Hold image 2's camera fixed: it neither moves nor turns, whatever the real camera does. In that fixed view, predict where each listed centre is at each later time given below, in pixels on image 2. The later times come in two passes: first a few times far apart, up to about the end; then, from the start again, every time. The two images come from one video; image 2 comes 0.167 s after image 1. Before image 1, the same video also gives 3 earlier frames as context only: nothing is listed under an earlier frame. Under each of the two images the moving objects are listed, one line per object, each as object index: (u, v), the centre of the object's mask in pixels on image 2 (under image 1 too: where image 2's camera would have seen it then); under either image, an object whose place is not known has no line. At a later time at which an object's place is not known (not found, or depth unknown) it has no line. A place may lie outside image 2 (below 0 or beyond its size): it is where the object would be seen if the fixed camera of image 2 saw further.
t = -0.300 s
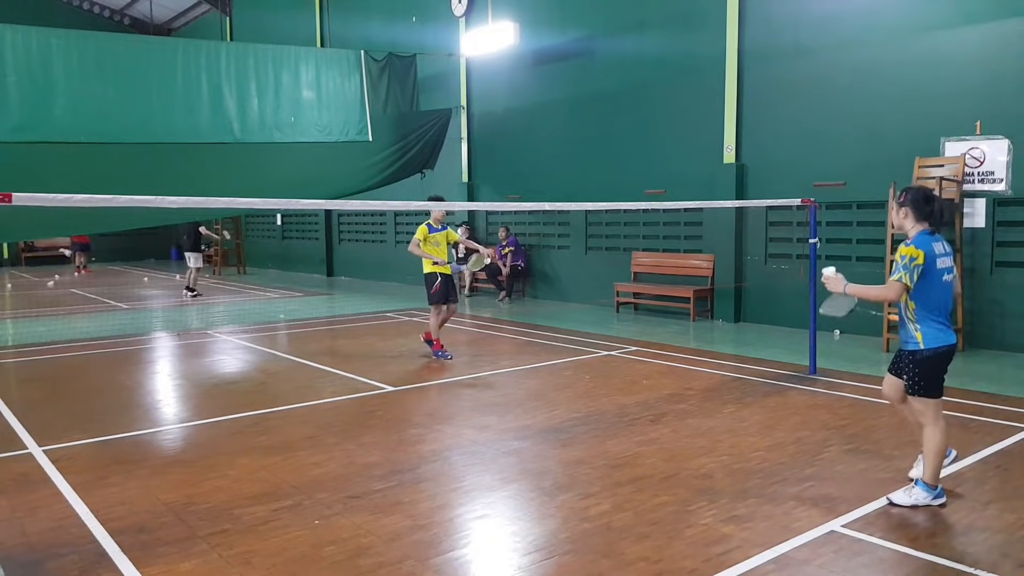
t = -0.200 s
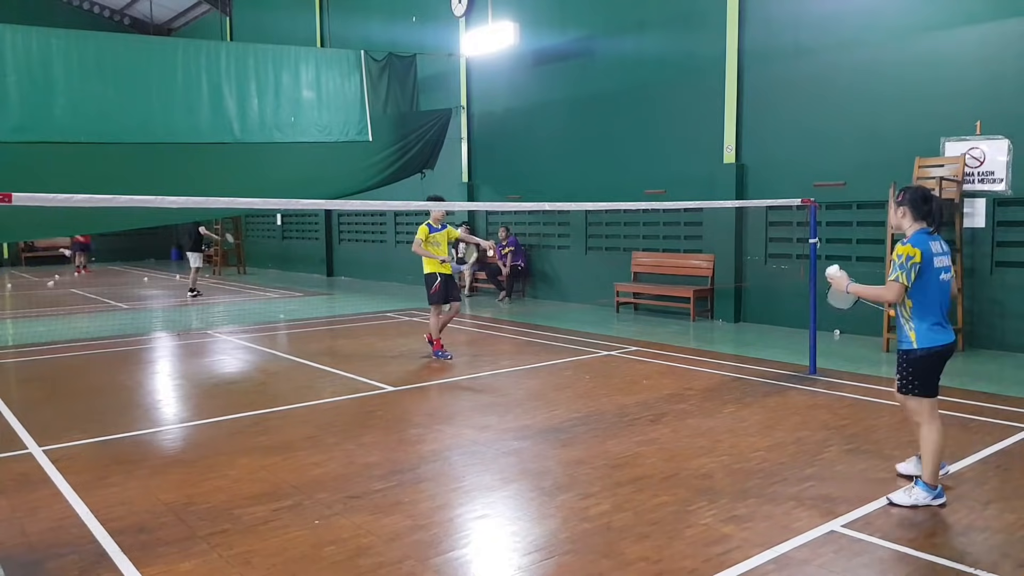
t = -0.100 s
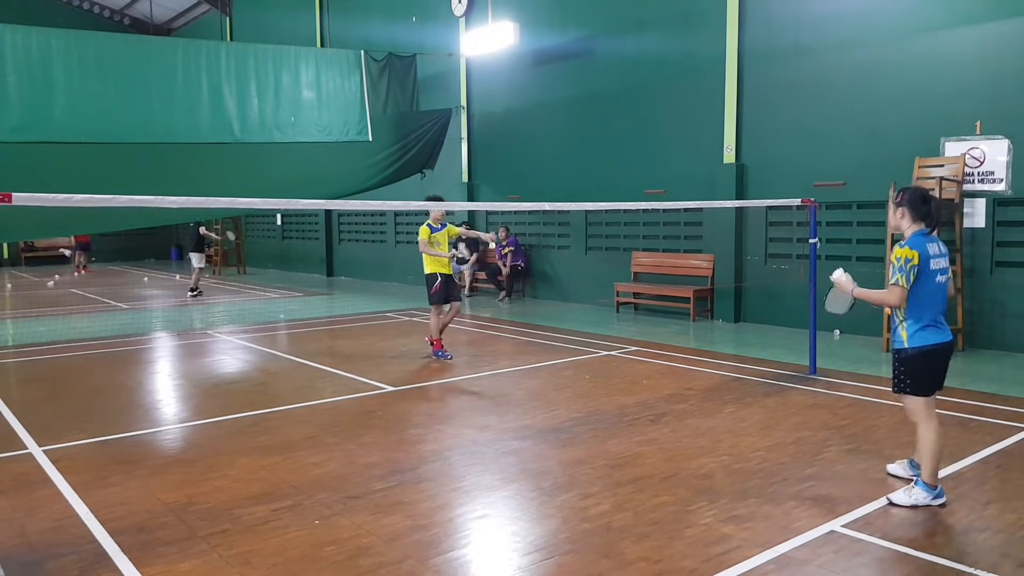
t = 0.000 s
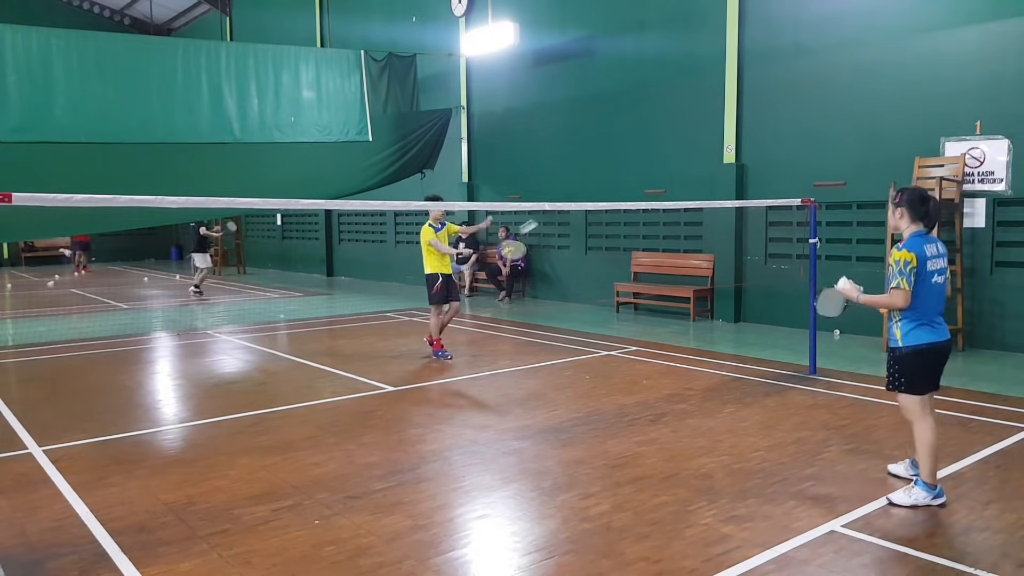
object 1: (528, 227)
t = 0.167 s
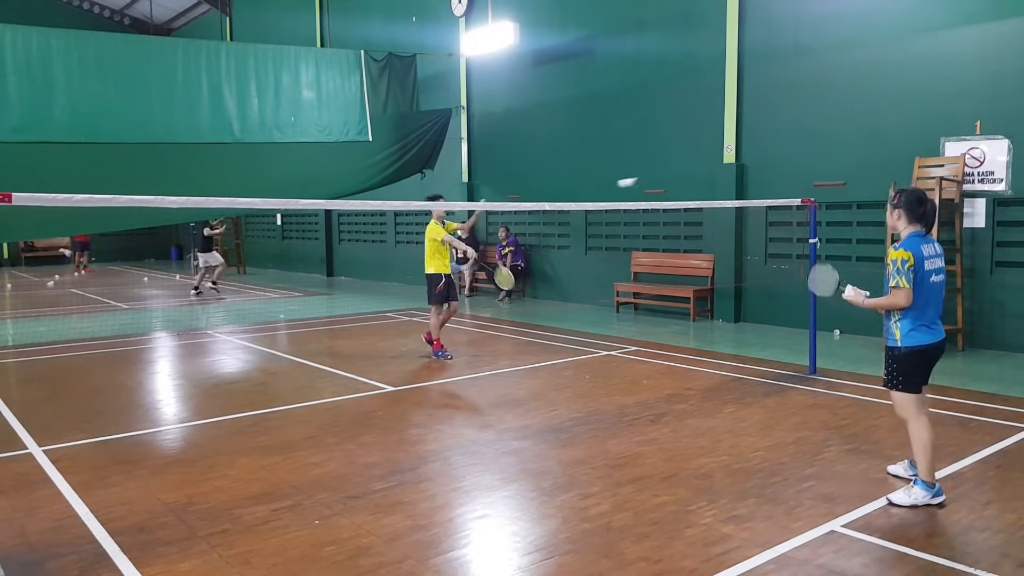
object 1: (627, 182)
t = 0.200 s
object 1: (648, 178)
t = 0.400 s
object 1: (775, 176)
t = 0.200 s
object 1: (648, 178)
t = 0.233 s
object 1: (669, 174)
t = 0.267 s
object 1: (689, 171)
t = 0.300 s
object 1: (710, 170)
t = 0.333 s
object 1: (731, 170)
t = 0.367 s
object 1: (753, 172)
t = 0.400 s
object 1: (775, 176)
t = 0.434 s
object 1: (796, 182)
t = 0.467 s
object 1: (818, 190)
